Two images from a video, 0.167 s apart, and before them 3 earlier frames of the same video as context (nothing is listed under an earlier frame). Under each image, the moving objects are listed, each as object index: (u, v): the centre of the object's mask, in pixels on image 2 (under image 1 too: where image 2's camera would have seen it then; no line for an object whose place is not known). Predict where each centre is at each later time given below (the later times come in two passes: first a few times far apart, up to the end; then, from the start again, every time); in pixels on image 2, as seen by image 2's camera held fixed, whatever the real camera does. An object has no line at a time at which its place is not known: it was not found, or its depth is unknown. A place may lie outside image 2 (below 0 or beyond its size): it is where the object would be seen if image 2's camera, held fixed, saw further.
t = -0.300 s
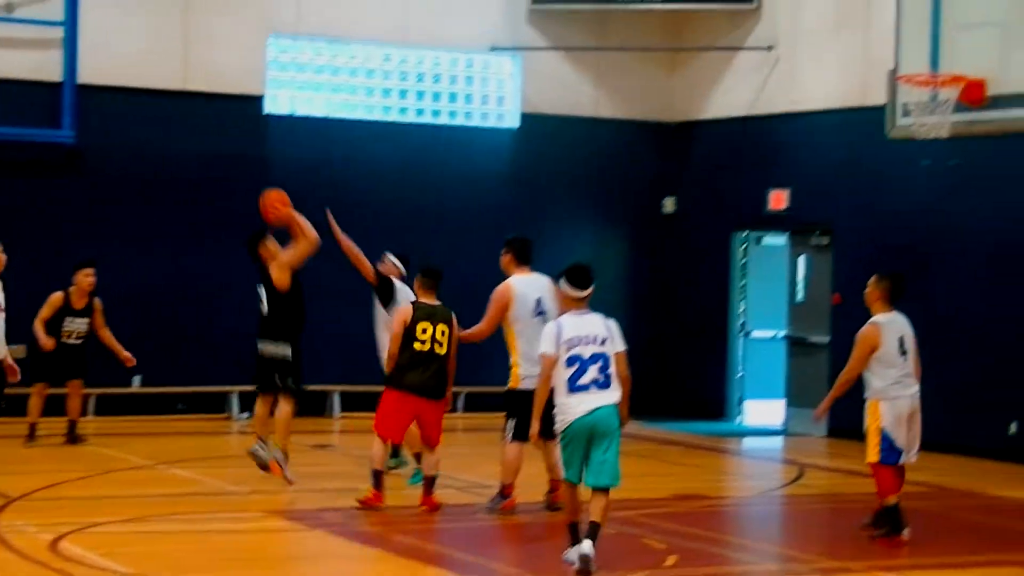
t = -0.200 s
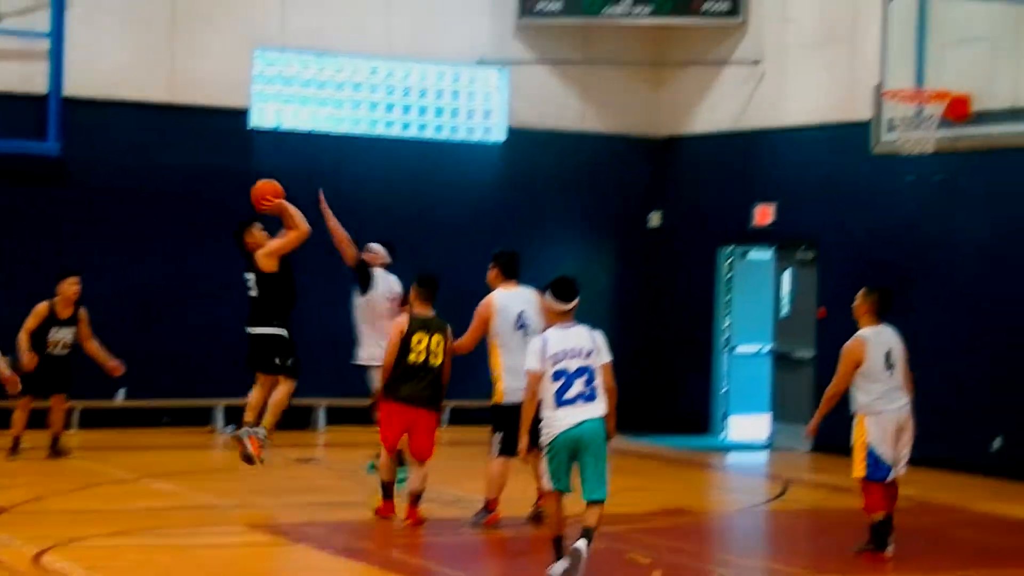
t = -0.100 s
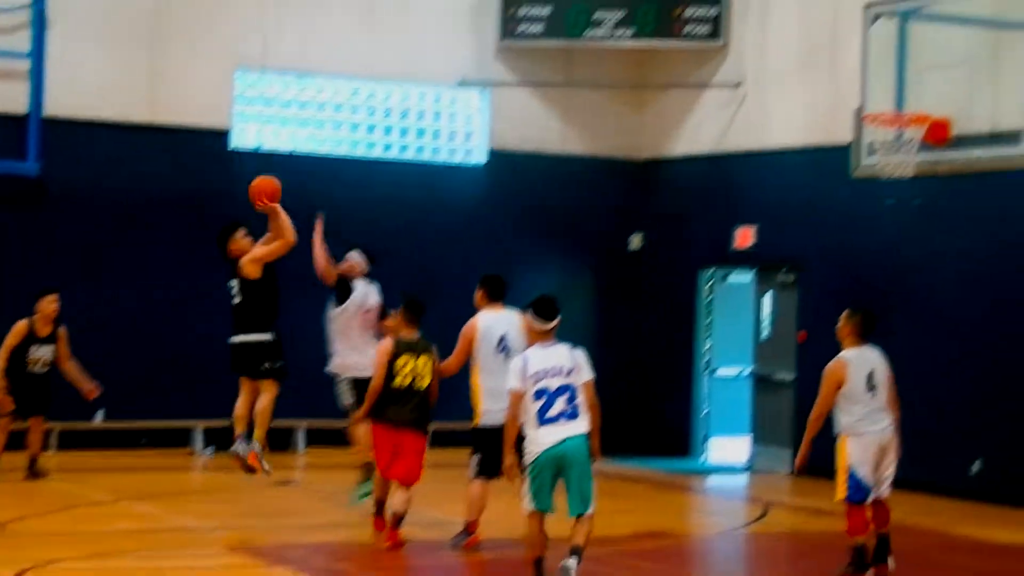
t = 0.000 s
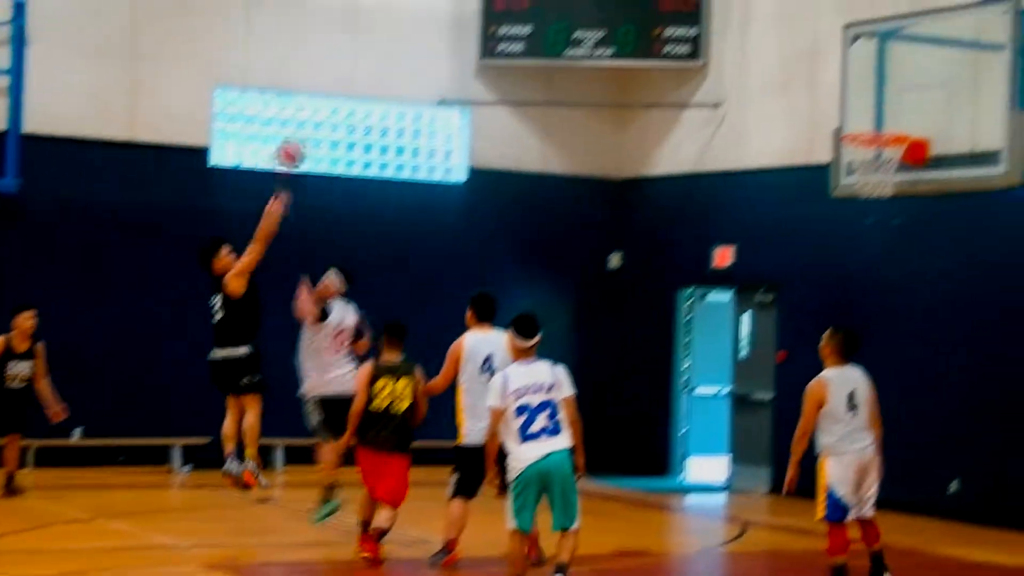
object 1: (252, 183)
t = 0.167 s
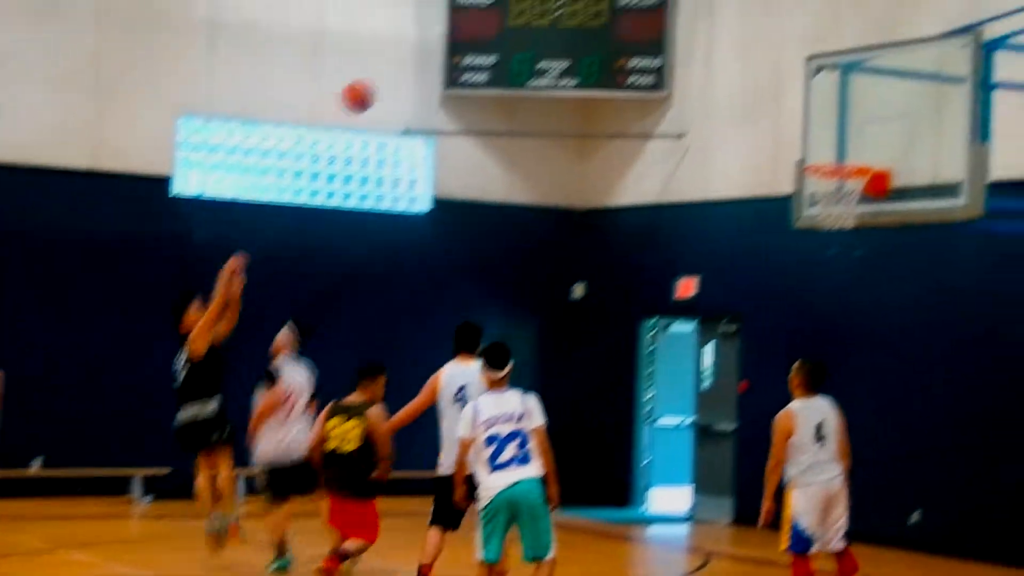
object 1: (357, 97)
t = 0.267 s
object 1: (419, 62)
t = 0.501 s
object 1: (561, 31)
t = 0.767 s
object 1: (722, 81)
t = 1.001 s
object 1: (834, 124)
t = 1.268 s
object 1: (858, 71)
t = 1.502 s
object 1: (832, 98)
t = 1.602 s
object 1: (821, 134)
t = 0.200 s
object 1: (379, 83)
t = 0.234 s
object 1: (399, 71)
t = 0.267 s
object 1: (419, 62)
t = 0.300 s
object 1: (441, 53)
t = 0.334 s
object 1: (460, 45)
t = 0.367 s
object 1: (480, 39)
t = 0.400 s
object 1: (501, 35)
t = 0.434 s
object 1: (520, 33)
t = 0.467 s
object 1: (539, 31)
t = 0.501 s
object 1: (561, 31)
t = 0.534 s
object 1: (580, 31)
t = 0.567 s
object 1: (599, 34)
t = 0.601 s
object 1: (620, 36)
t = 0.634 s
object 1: (640, 40)
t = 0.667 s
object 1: (656, 46)
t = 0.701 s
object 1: (683, 60)
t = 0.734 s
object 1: (702, 69)
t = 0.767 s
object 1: (722, 81)
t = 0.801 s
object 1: (743, 94)
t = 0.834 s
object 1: (761, 108)
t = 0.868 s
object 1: (781, 124)
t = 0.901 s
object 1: (799, 142)
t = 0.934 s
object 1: (816, 151)
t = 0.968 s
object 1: (824, 138)
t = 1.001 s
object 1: (834, 124)
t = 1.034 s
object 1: (843, 112)
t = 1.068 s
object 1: (851, 103)
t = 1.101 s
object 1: (859, 94)
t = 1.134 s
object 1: (868, 87)
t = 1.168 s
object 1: (868, 81)
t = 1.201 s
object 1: (864, 75)
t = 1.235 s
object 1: (861, 73)
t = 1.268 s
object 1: (858, 71)
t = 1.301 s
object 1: (854, 70)
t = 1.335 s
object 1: (851, 71)
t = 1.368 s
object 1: (848, 73)
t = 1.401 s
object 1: (844, 77)
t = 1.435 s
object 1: (841, 82)
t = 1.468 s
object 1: (837, 88)
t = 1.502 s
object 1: (832, 98)
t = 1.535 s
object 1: (829, 108)
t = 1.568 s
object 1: (825, 120)
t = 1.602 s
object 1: (821, 134)
